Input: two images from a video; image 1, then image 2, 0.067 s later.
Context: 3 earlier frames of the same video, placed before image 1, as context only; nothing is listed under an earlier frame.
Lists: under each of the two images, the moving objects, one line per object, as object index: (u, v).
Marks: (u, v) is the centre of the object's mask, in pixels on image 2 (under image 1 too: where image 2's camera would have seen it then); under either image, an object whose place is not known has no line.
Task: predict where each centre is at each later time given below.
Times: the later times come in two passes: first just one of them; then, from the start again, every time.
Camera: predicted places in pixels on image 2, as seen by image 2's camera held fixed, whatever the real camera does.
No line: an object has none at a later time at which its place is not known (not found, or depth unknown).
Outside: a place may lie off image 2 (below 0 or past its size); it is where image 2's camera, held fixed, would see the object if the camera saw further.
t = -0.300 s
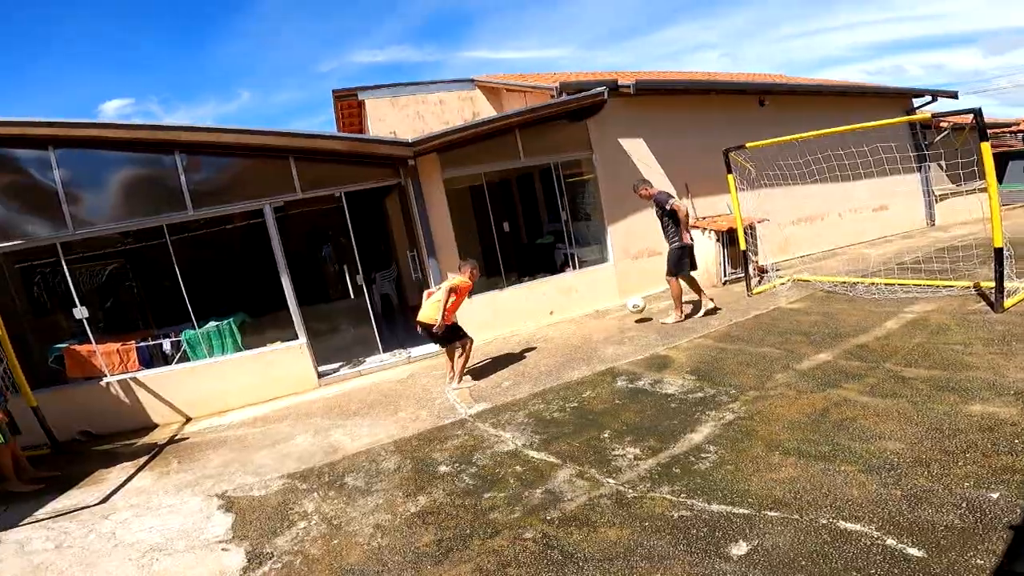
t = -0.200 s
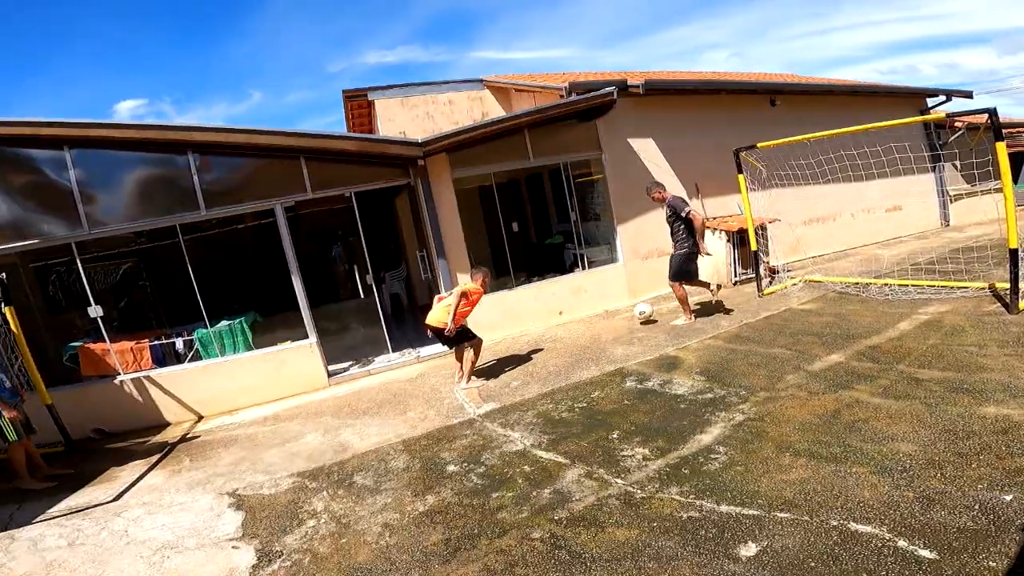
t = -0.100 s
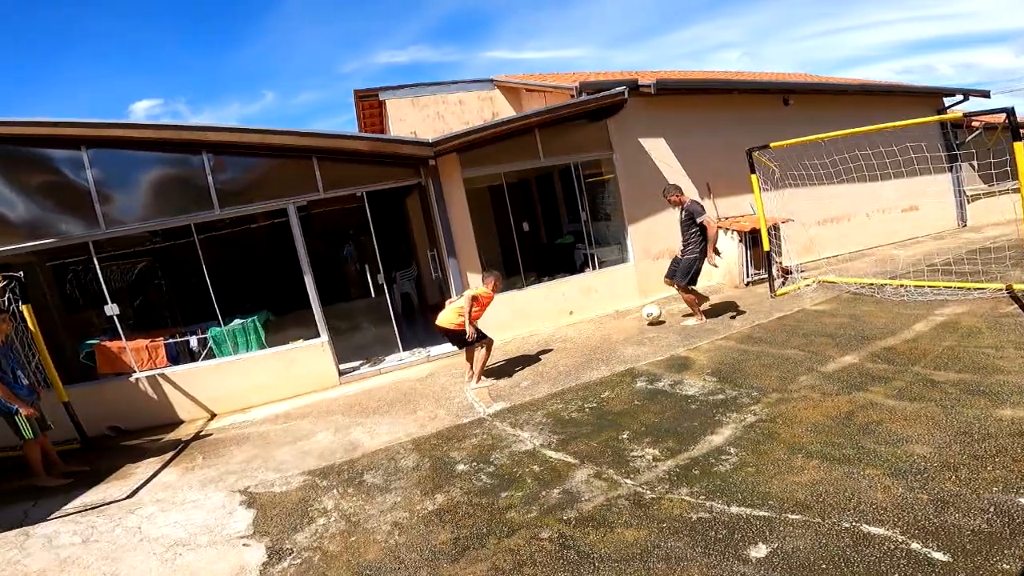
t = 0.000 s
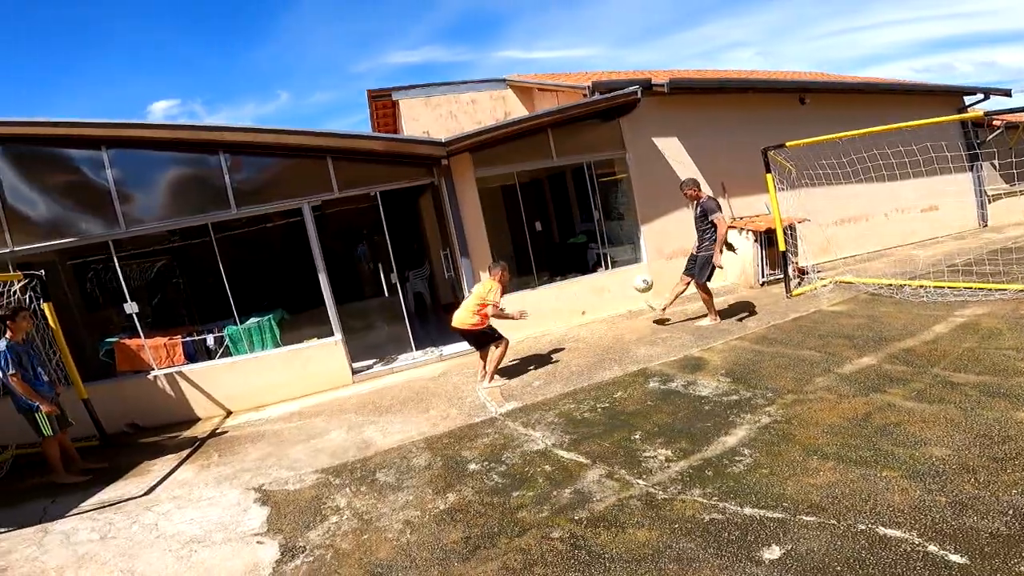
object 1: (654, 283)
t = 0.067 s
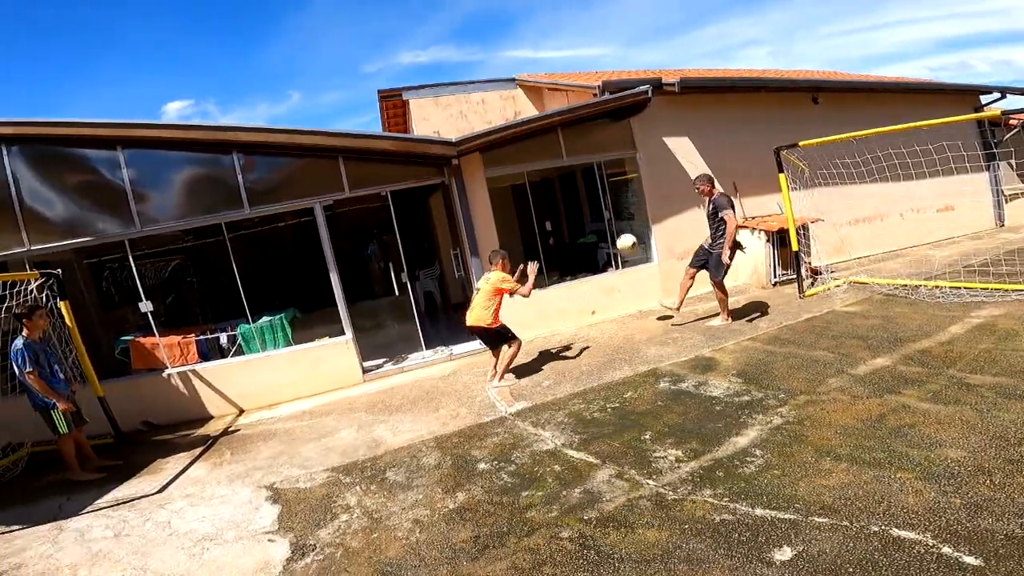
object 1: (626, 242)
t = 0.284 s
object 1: (538, 134)
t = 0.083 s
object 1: (620, 233)
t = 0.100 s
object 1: (613, 223)
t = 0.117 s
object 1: (606, 214)
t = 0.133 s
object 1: (599, 206)
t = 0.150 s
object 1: (592, 196)
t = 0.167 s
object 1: (586, 188)
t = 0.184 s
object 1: (579, 179)
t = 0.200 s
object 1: (572, 171)
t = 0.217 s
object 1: (565, 163)
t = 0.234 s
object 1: (558, 155)
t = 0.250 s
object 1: (552, 147)
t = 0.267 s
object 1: (545, 140)
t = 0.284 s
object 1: (538, 134)
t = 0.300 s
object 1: (532, 128)
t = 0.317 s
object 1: (525, 122)
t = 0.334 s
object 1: (518, 116)
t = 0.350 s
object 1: (511, 110)
